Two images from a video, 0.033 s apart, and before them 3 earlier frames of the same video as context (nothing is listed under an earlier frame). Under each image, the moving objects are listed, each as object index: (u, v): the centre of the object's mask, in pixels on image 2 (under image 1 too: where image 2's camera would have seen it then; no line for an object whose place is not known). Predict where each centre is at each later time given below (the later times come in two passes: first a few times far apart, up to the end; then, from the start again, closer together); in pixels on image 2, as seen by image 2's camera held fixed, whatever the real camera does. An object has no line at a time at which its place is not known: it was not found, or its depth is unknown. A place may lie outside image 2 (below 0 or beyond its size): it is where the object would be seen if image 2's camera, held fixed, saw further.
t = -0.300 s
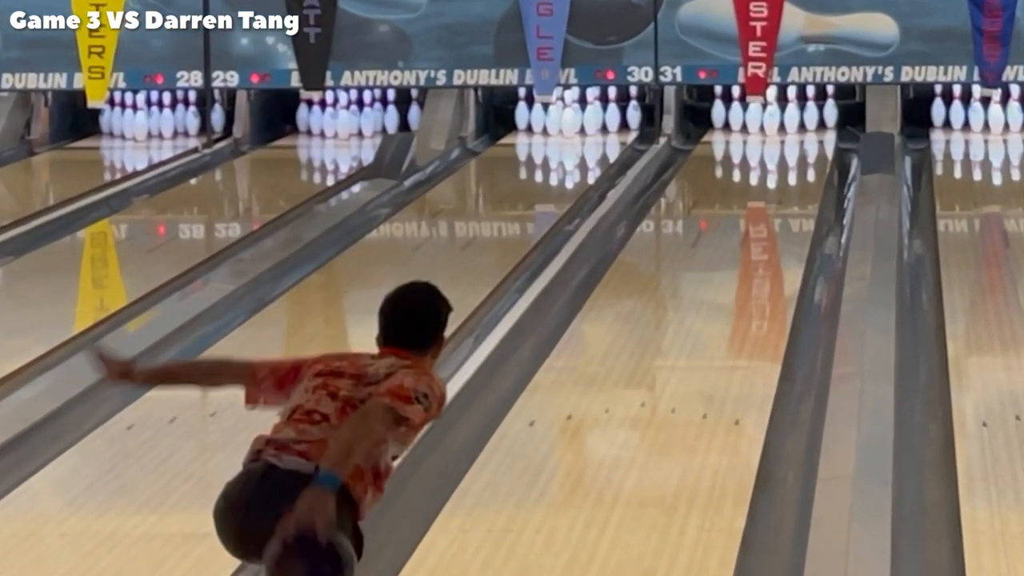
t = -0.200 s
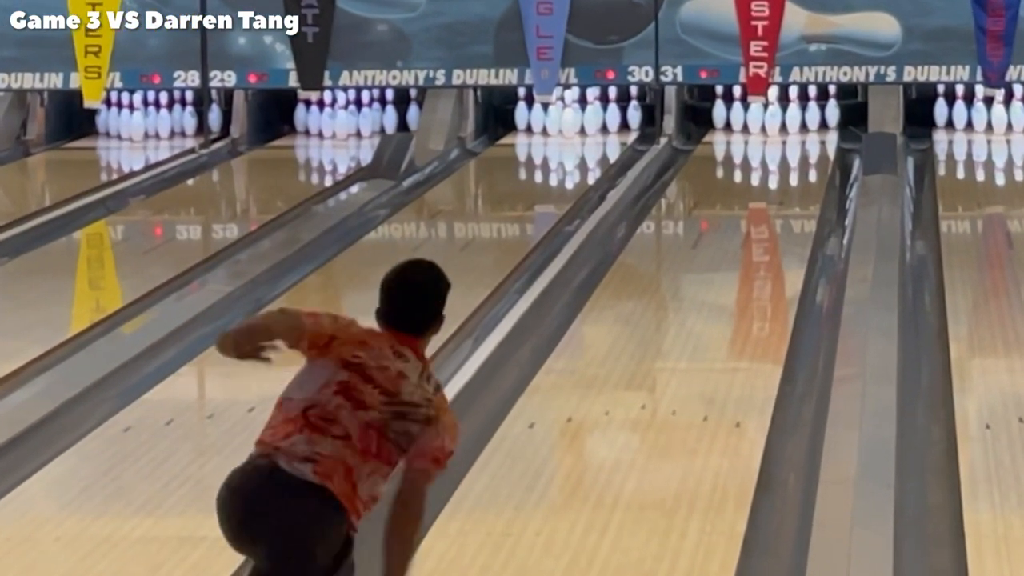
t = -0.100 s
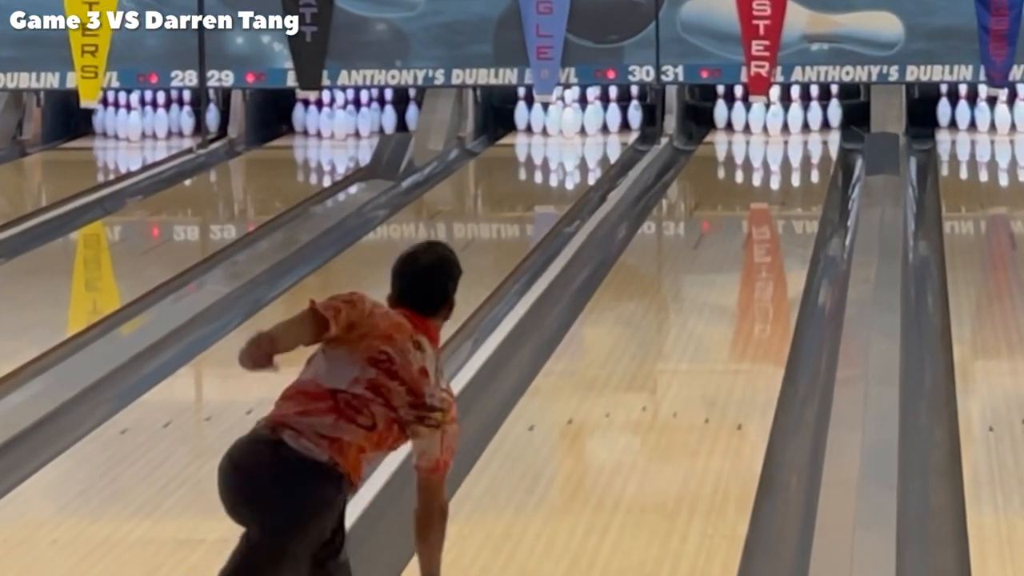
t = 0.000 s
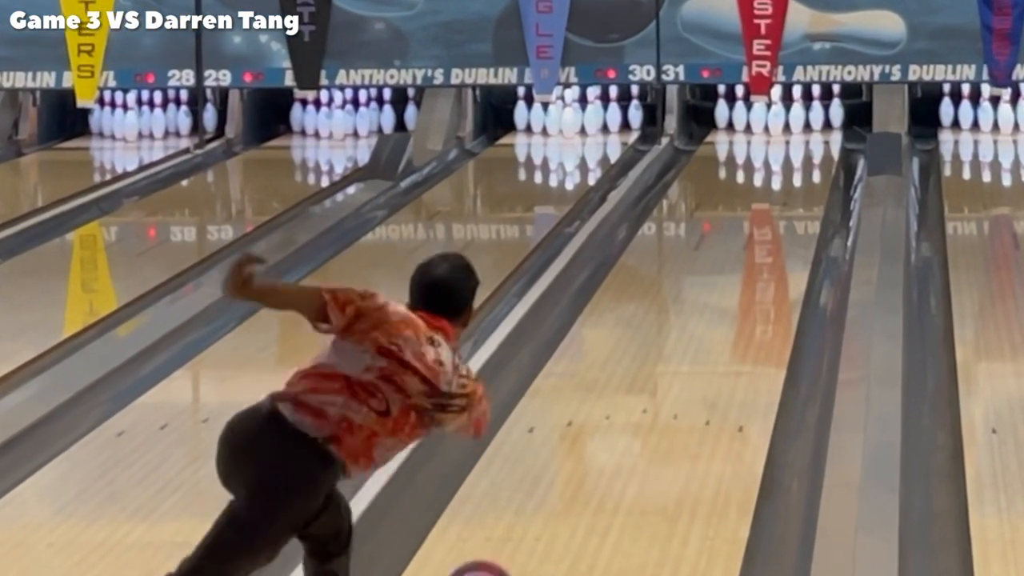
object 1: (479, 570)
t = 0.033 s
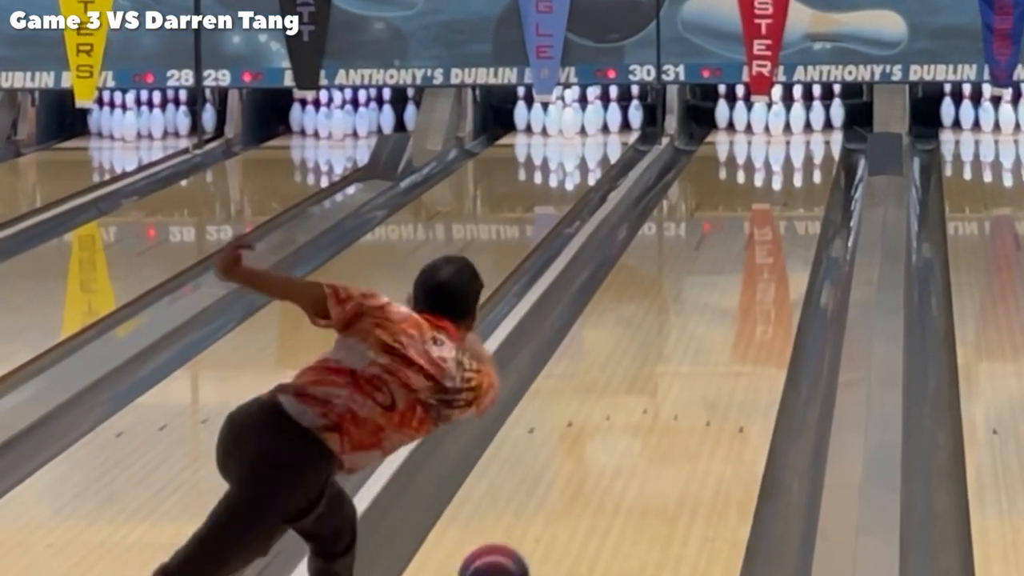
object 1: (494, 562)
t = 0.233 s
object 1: (571, 483)
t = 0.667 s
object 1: (682, 346)
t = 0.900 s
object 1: (723, 295)
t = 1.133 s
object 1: (754, 253)
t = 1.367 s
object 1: (779, 219)
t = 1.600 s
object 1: (796, 190)
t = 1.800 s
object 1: (804, 170)
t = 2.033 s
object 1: (804, 151)
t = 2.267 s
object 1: (796, 133)
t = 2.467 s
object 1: (791, 121)
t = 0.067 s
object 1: (509, 552)
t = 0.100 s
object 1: (522, 542)
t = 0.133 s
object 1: (535, 528)
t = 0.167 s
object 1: (548, 512)
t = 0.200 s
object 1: (559, 497)
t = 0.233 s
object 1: (571, 483)
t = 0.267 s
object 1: (582, 469)
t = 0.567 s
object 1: (662, 371)
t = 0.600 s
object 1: (669, 362)
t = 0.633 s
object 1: (676, 354)
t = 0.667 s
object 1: (682, 346)
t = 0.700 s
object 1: (689, 338)
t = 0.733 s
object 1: (695, 330)
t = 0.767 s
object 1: (701, 322)
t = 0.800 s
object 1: (707, 315)
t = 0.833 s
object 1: (712, 308)
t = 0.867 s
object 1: (717, 301)
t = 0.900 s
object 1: (723, 295)
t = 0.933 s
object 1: (728, 288)
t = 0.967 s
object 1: (733, 282)
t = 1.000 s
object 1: (738, 276)
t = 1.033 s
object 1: (742, 270)
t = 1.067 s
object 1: (746, 264)
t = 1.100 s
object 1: (750, 259)
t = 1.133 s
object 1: (754, 253)
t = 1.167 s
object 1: (758, 248)
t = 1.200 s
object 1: (762, 243)
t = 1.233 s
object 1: (766, 237)
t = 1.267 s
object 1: (769, 233)
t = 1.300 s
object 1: (773, 228)
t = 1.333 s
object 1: (776, 223)
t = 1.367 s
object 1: (779, 219)
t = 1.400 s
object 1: (781, 215)
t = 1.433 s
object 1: (784, 210)
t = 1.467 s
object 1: (787, 206)
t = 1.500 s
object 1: (789, 202)
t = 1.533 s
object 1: (792, 198)
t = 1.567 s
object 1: (794, 194)
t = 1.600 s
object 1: (796, 190)
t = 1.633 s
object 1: (798, 187)
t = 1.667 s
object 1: (799, 184)
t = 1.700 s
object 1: (800, 180)
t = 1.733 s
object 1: (802, 177)
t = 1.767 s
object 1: (803, 174)
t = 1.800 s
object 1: (804, 170)
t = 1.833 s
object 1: (804, 167)
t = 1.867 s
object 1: (805, 165)
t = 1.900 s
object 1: (804, 162)
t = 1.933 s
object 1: (805, 159)
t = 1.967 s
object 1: (804, 156)
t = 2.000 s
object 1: (804, 153)
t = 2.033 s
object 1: (804, 151)
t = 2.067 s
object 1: (803, 148)
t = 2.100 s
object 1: (802, 145)
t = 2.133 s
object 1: (801, 142)
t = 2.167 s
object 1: (800, 140)
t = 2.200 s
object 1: (798, 138)
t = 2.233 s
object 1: (797, 136)
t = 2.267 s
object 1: (796, 133)
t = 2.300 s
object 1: (794, 130)
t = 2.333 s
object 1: (792, 128)
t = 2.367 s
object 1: (790, 127)
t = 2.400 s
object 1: (789, 124)
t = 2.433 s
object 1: (791, 122)
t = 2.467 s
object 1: (791, 121)
